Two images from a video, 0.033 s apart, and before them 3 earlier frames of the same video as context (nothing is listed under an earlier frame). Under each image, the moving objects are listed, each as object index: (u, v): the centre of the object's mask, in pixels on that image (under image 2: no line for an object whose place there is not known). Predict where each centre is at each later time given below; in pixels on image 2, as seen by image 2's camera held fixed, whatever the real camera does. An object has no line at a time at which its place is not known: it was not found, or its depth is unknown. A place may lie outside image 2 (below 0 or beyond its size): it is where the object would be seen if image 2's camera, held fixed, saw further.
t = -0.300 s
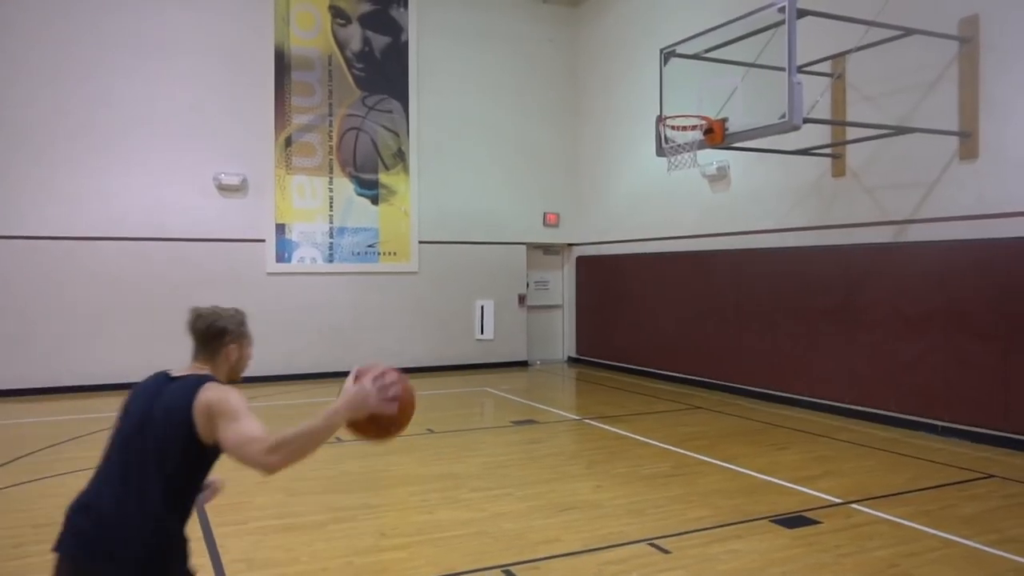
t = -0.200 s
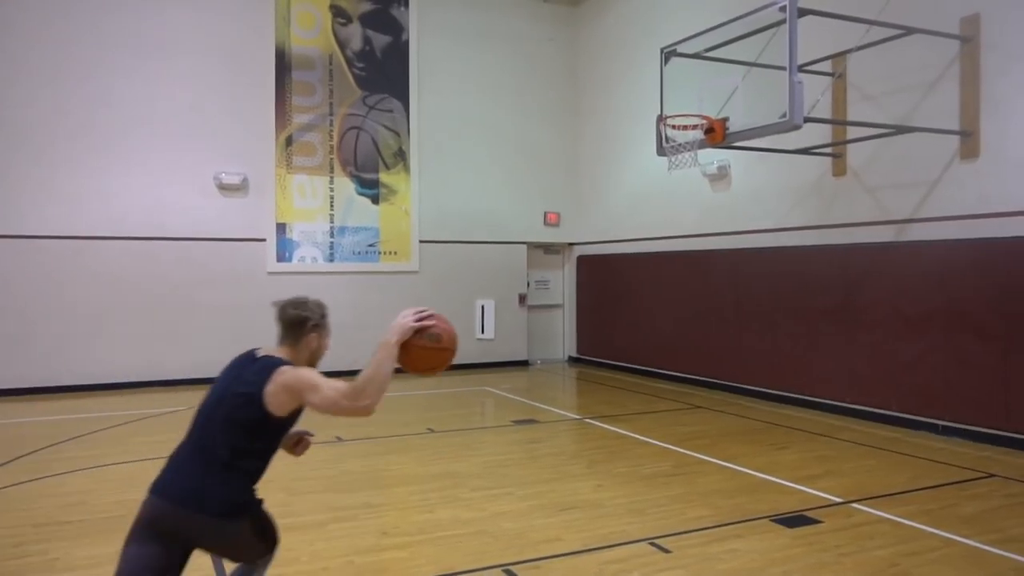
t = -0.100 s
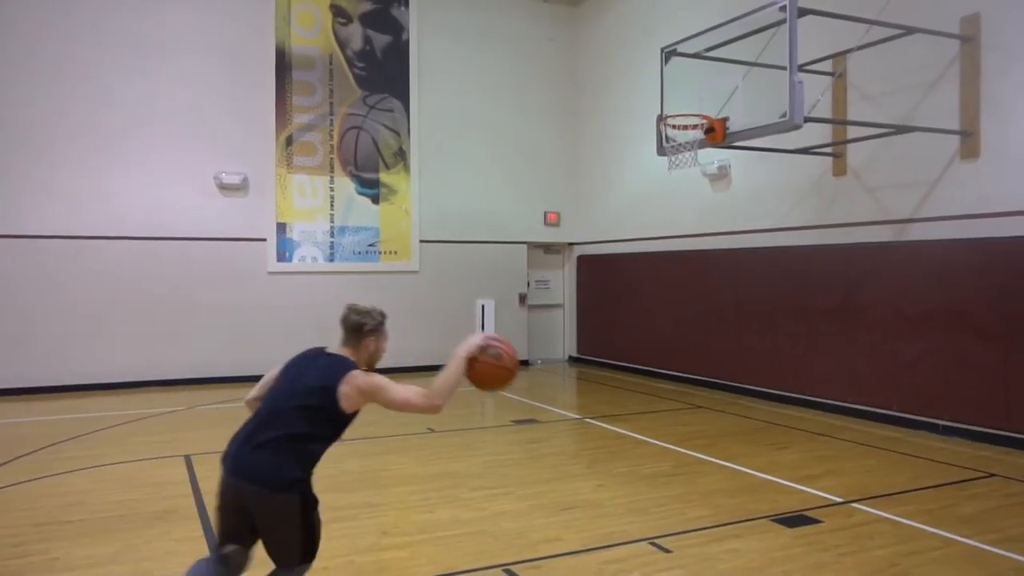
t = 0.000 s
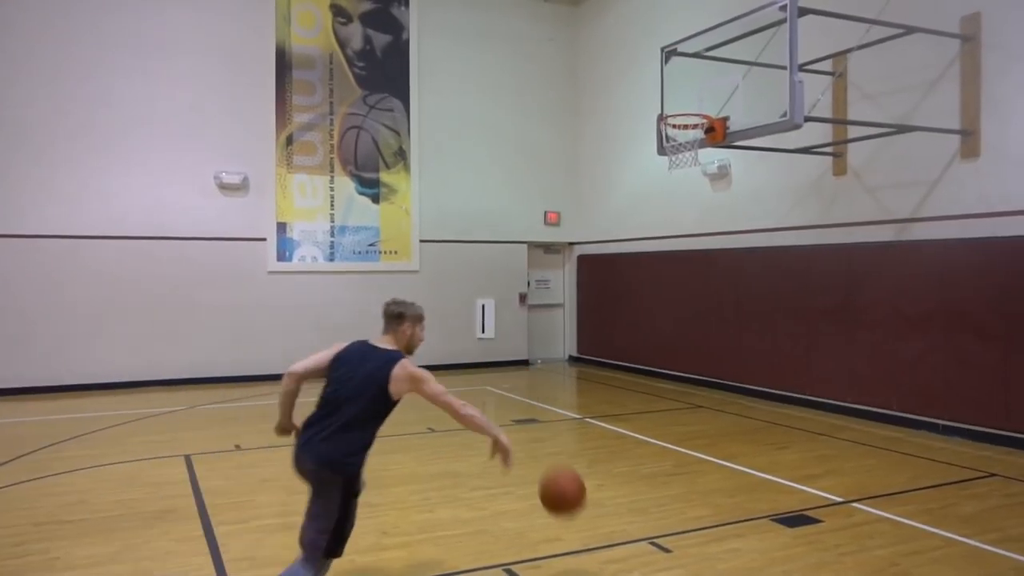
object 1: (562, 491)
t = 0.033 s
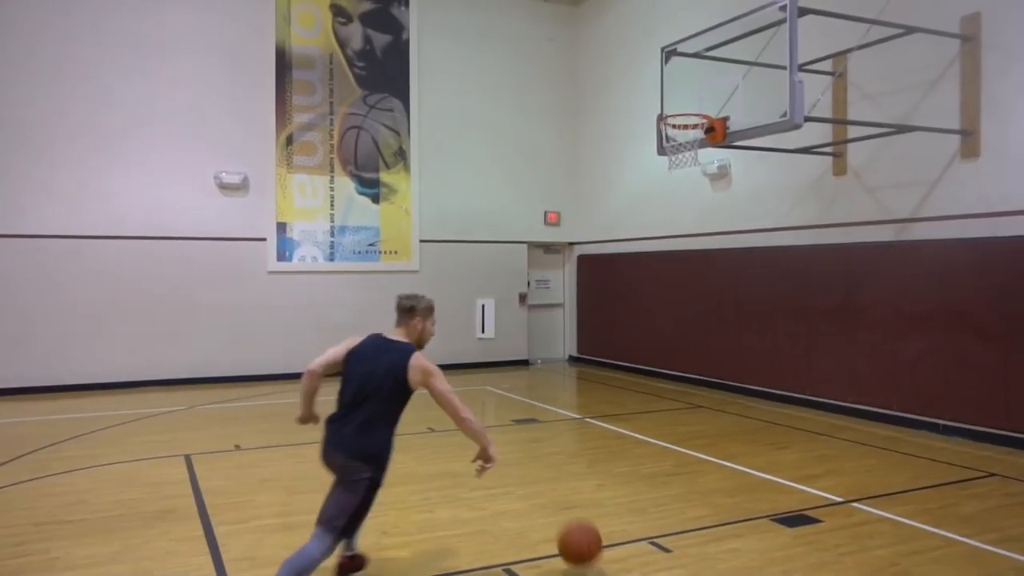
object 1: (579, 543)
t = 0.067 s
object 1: (586, 528)
